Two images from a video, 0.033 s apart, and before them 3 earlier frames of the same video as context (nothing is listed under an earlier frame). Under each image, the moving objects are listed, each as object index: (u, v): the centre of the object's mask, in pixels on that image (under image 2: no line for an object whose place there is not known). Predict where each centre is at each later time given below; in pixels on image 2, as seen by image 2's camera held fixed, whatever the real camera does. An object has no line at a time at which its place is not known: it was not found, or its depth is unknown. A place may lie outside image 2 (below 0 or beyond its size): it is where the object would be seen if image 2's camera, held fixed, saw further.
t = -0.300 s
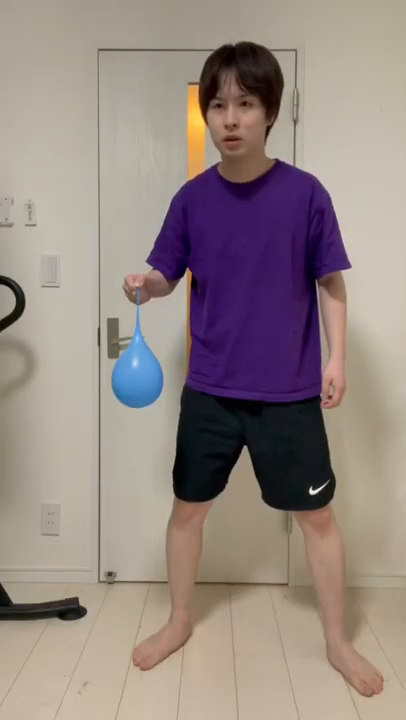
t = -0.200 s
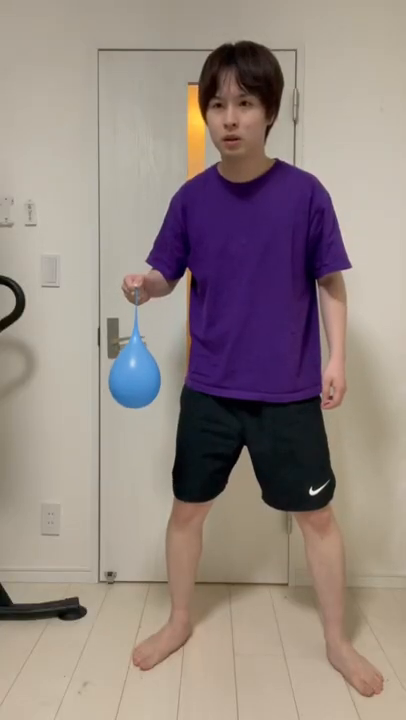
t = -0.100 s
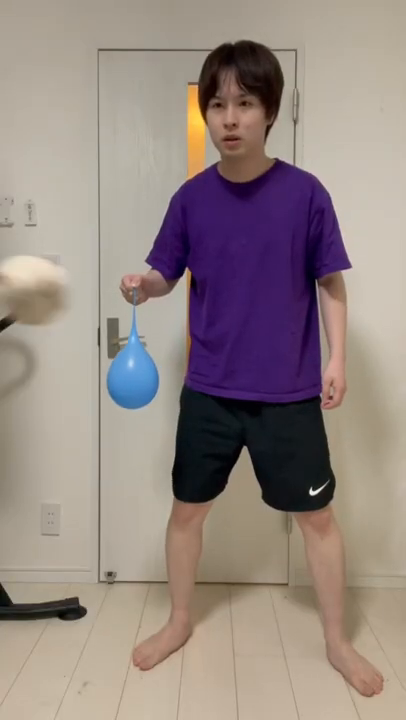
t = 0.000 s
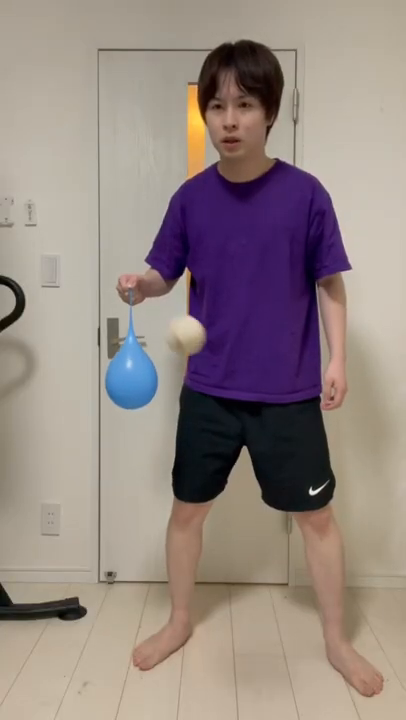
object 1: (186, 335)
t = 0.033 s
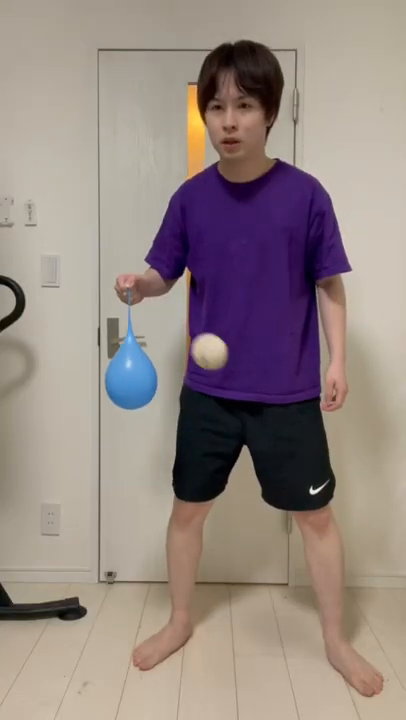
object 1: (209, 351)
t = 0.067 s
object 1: (229, 369)
